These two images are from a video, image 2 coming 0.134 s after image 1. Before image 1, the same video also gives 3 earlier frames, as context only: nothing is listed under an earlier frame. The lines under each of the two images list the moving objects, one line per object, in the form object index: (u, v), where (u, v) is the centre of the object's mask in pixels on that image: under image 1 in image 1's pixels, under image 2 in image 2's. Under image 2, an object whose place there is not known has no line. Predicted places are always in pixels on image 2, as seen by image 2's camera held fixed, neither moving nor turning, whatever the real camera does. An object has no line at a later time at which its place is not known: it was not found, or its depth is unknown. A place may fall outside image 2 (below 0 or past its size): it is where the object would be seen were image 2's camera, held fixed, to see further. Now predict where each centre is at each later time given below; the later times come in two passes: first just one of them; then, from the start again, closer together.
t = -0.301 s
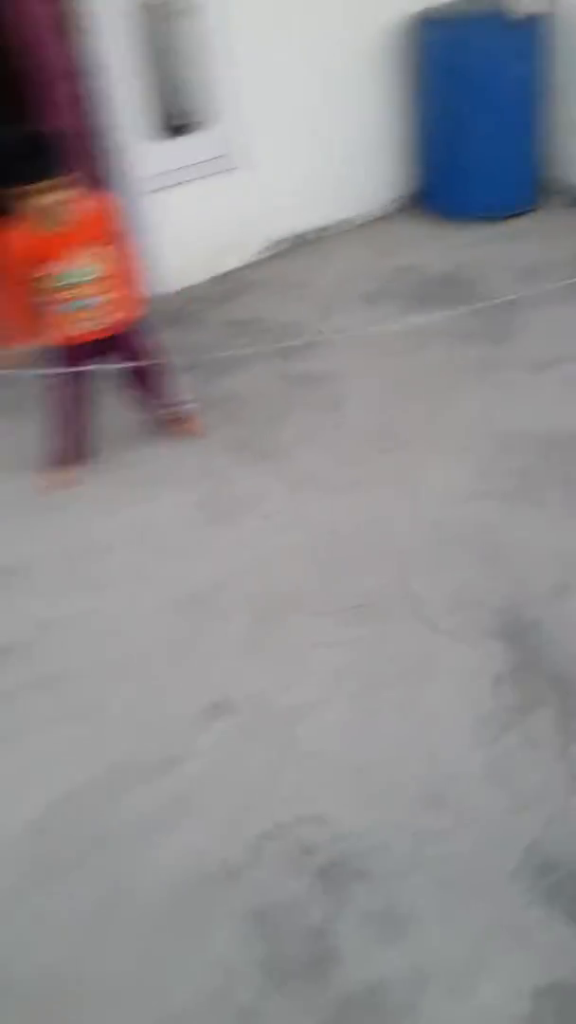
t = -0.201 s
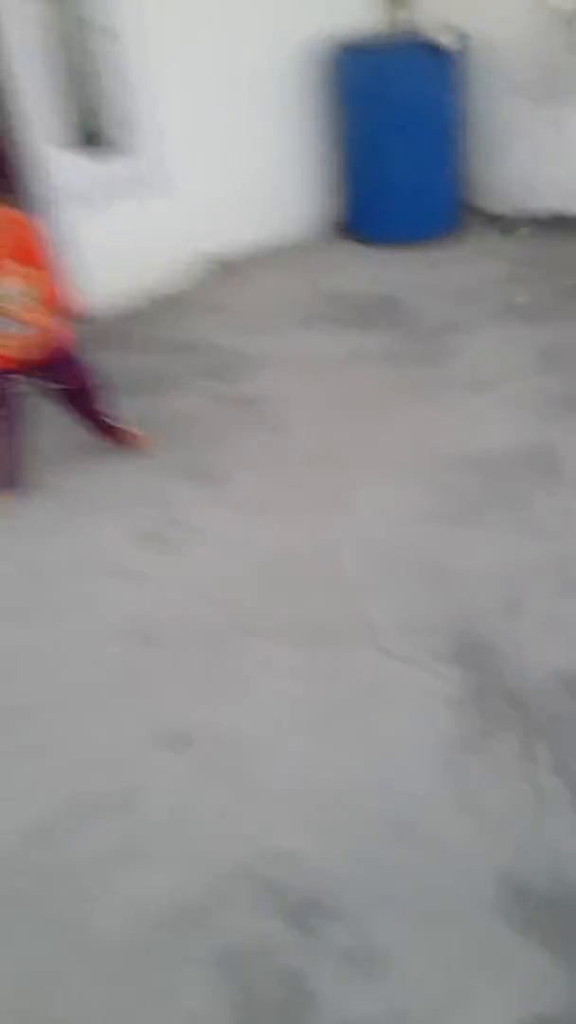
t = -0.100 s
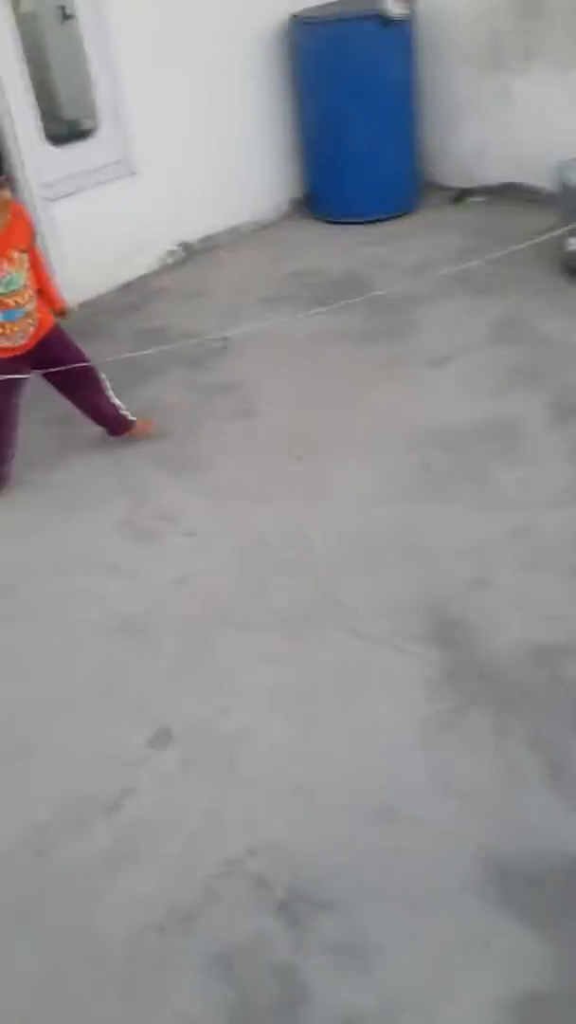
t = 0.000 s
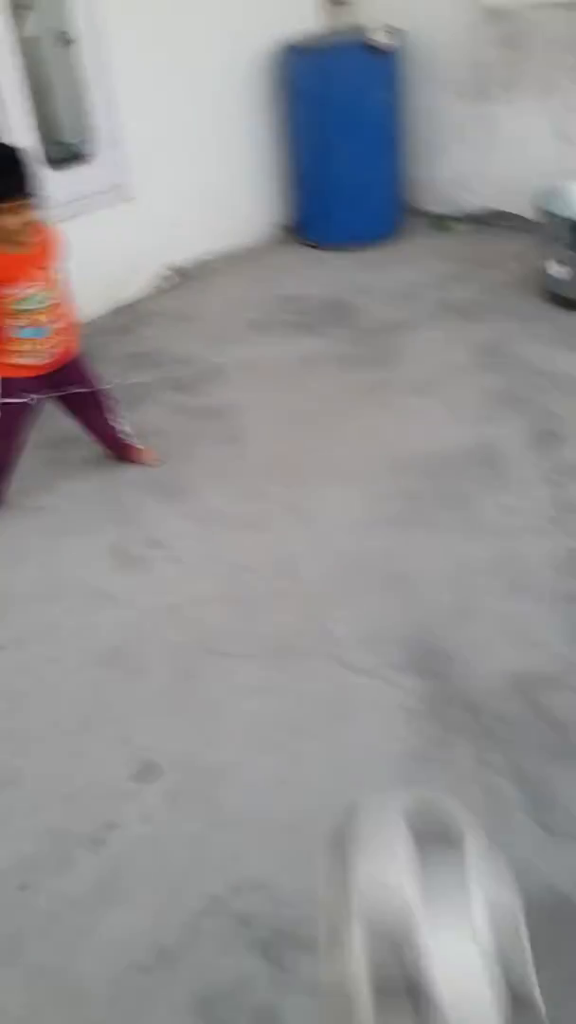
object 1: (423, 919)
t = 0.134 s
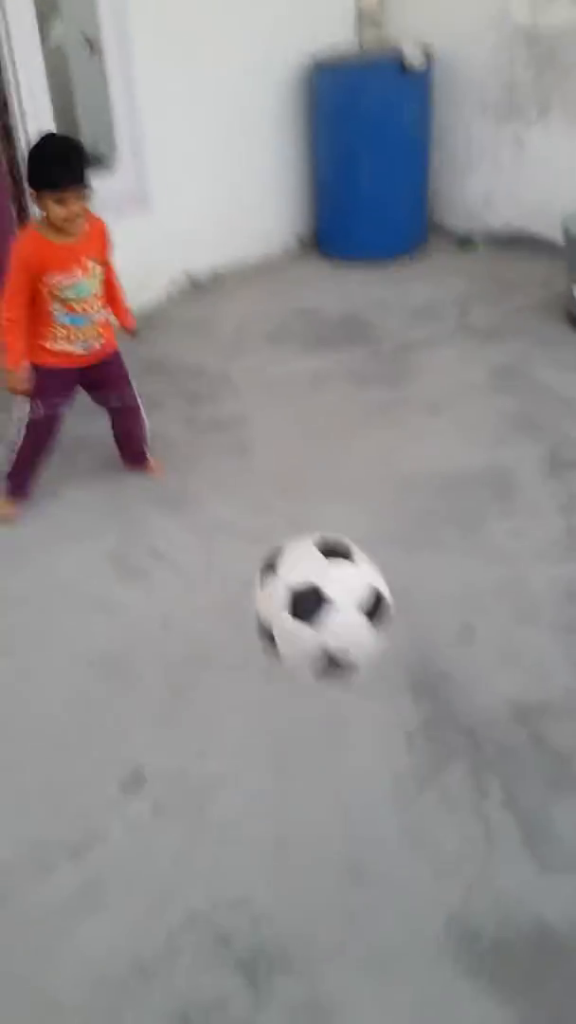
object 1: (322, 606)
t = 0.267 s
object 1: (284, 505)
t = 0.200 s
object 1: (297, 536)
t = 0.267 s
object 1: (284, 505)
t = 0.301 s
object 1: (278, 498)
